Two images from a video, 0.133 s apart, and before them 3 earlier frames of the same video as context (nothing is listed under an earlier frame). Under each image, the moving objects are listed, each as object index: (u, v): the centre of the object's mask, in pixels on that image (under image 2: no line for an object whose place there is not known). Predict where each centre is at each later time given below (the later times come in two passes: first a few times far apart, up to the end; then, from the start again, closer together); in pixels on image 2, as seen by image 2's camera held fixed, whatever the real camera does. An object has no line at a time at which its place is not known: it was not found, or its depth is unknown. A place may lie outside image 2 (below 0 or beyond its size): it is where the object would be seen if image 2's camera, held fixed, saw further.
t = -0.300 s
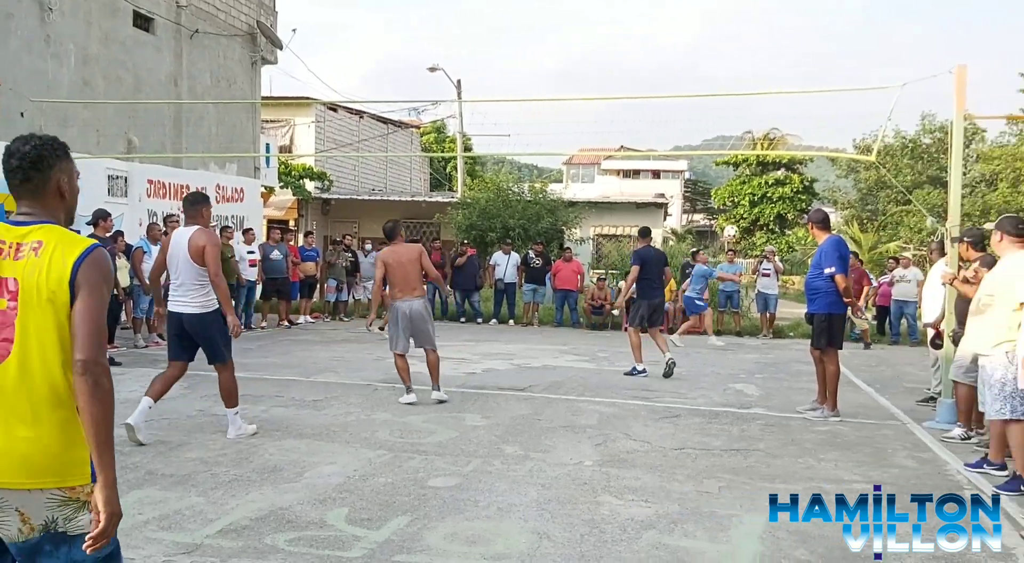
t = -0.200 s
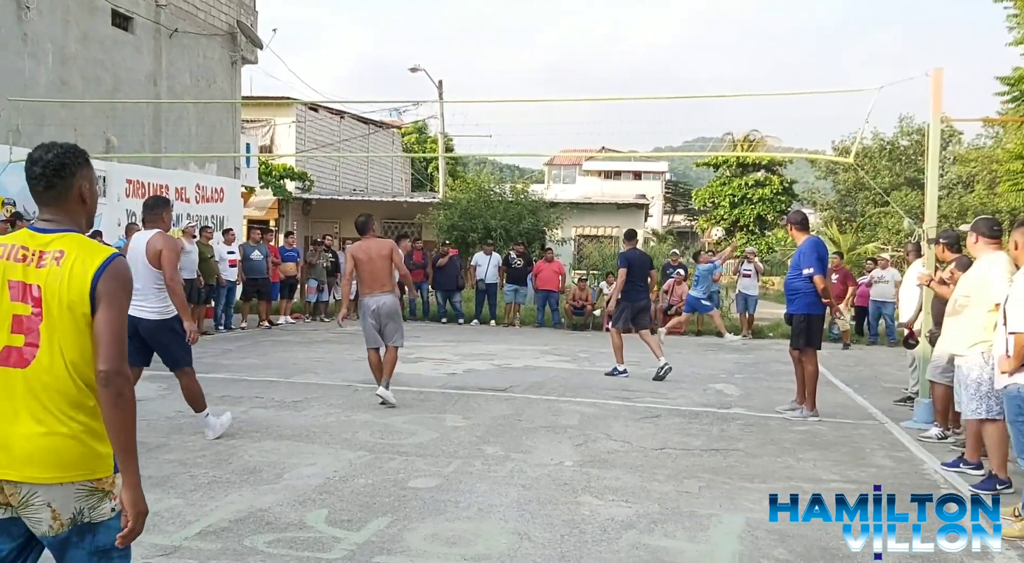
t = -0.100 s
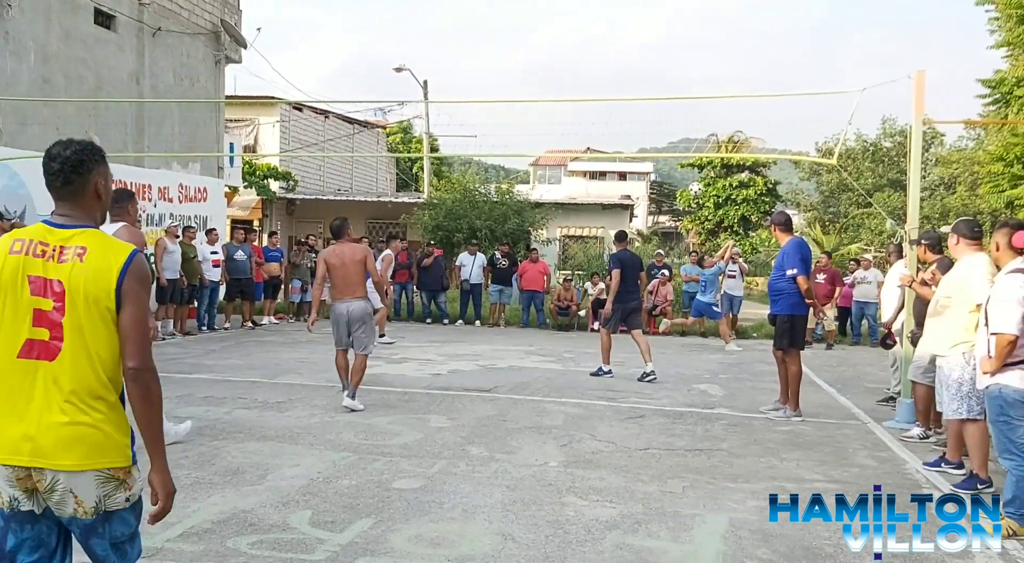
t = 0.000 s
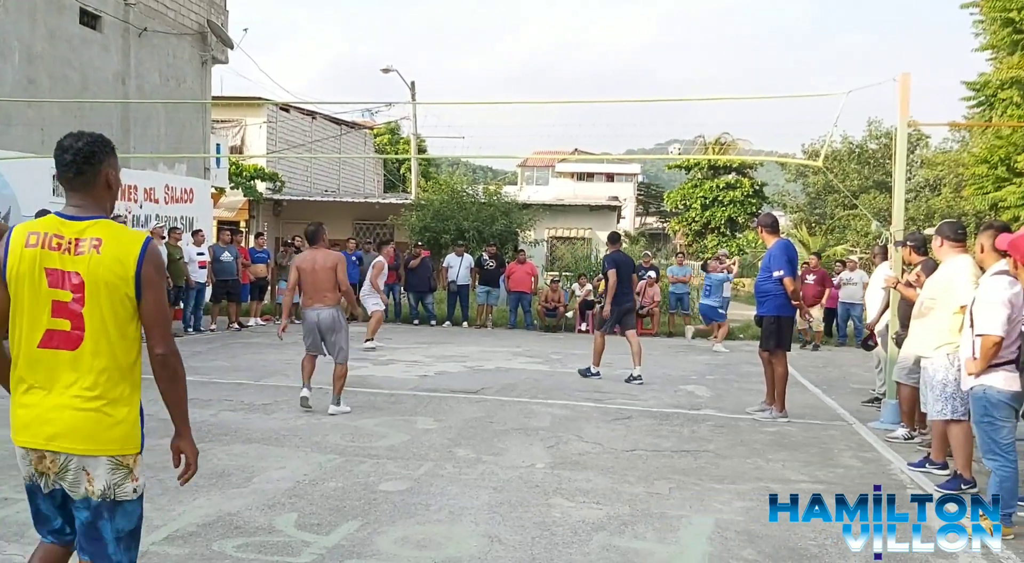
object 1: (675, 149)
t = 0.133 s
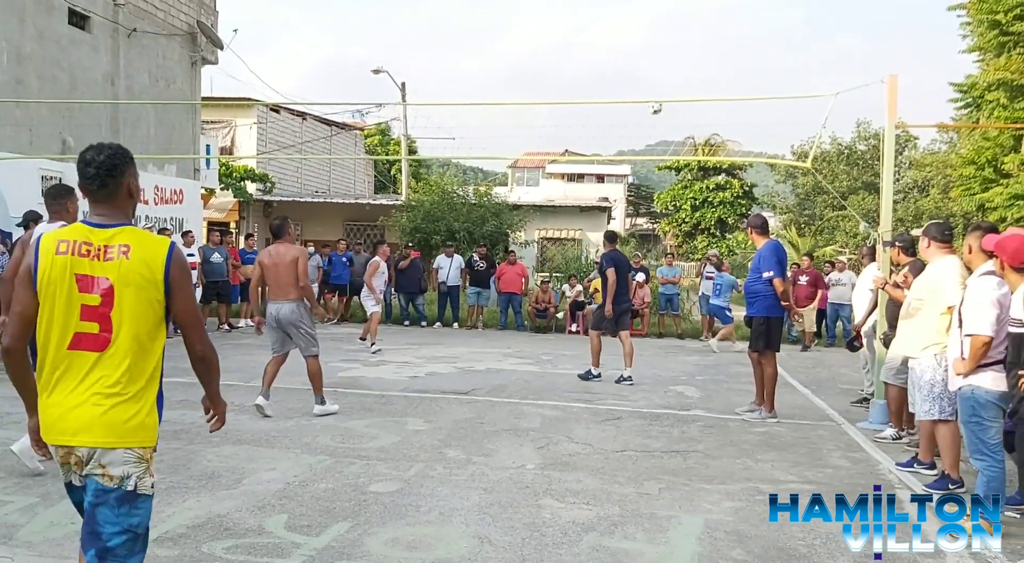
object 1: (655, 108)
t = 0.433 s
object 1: (629, 43)
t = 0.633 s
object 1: (609, 32)
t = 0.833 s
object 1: (588, 50)
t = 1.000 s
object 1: (568, 89)
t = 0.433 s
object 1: (629, 43)
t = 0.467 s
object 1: (626, 40)
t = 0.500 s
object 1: (623, 36)
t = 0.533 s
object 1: (619, 34)
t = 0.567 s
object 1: (617, 33)
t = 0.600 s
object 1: (613, 32)
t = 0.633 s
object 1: (609, 32)
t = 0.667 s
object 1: (606, 34)
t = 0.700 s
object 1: (602, 35)
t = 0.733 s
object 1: (598, 38)
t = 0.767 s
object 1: (595, 41)
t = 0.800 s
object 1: (592, 44)
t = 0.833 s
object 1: (588, 50)
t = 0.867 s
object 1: (584, 56)
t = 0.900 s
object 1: (579, 62)
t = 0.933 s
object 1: (576, 71)
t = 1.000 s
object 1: (568, 89)
